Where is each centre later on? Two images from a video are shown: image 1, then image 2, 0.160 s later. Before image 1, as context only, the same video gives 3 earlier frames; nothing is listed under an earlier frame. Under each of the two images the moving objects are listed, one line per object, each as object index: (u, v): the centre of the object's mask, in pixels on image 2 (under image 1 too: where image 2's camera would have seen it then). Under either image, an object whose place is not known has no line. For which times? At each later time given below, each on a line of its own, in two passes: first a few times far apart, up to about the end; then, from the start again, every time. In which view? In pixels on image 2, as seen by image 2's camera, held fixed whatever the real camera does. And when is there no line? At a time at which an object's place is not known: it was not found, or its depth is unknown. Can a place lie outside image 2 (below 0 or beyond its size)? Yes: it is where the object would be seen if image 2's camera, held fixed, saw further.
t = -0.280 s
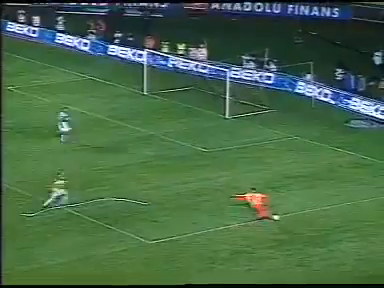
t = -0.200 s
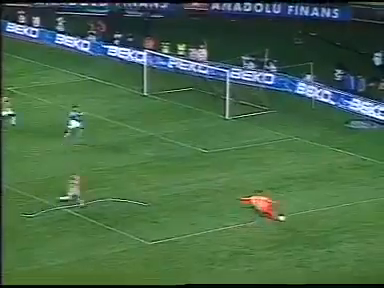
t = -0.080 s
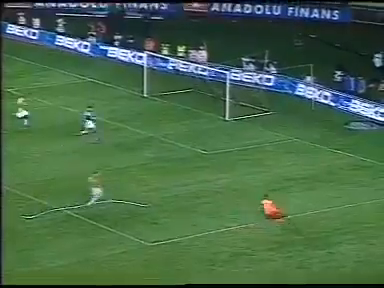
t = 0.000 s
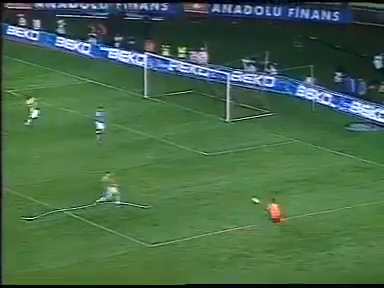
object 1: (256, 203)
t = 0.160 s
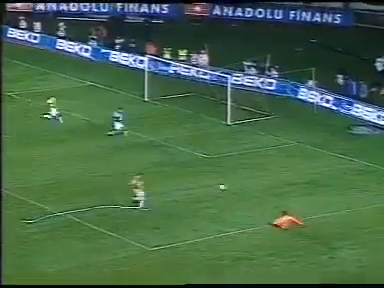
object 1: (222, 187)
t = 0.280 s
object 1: (200, 174)
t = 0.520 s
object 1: (157, 157)
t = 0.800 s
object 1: (118, 143)
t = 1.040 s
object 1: (91, 133)
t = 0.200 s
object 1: (214, 183)
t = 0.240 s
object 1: (206, 179)
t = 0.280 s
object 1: (200, 174)
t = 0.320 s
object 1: (191, 171)
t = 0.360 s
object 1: (185, 168)
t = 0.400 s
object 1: (178, 166)
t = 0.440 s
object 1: (170, 163)
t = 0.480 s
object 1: (164, 160)
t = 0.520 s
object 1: (157, 157)
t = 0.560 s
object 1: (151, 155)
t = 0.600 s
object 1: (145, 153)
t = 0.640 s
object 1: (138, 151)
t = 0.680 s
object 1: (133, 149)
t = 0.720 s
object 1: (128, 147)
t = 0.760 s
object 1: (123, 144)
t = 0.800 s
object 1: (118, 143)
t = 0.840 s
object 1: (112, 141)
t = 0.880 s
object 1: (108, 140)
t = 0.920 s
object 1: (103, 138)
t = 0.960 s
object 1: (99, 136)
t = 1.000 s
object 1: (95, 135)
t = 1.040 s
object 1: (91, 133)
